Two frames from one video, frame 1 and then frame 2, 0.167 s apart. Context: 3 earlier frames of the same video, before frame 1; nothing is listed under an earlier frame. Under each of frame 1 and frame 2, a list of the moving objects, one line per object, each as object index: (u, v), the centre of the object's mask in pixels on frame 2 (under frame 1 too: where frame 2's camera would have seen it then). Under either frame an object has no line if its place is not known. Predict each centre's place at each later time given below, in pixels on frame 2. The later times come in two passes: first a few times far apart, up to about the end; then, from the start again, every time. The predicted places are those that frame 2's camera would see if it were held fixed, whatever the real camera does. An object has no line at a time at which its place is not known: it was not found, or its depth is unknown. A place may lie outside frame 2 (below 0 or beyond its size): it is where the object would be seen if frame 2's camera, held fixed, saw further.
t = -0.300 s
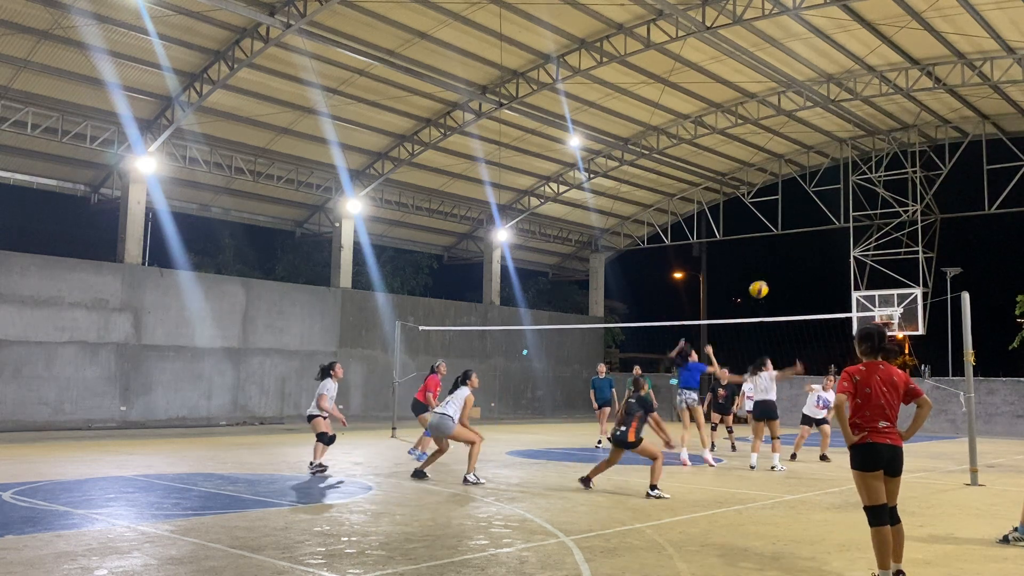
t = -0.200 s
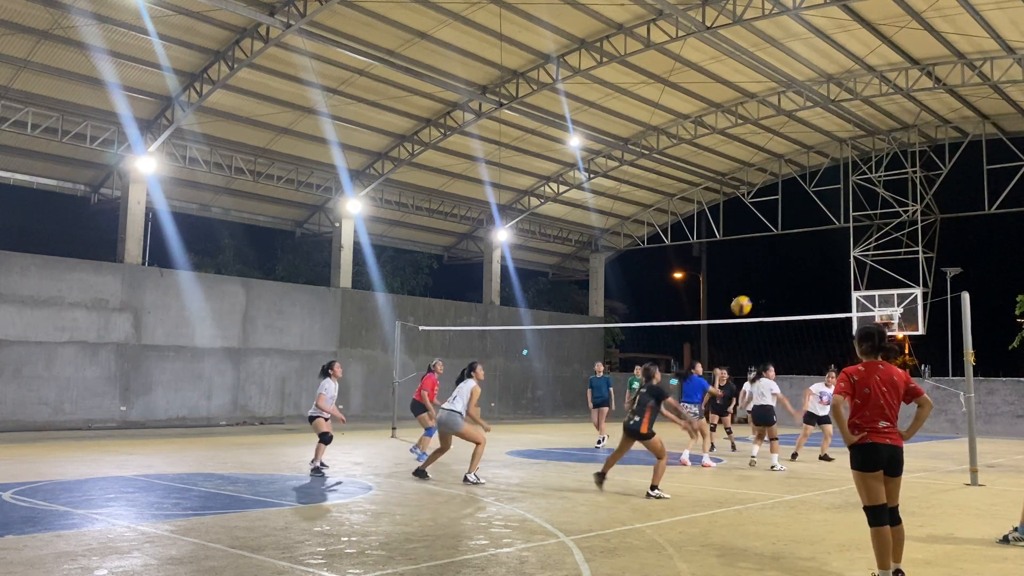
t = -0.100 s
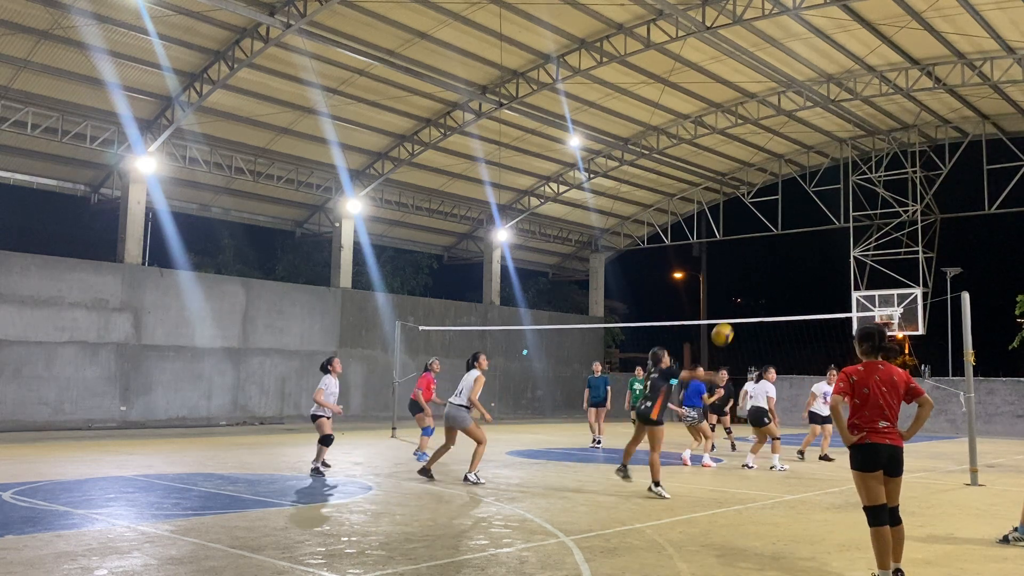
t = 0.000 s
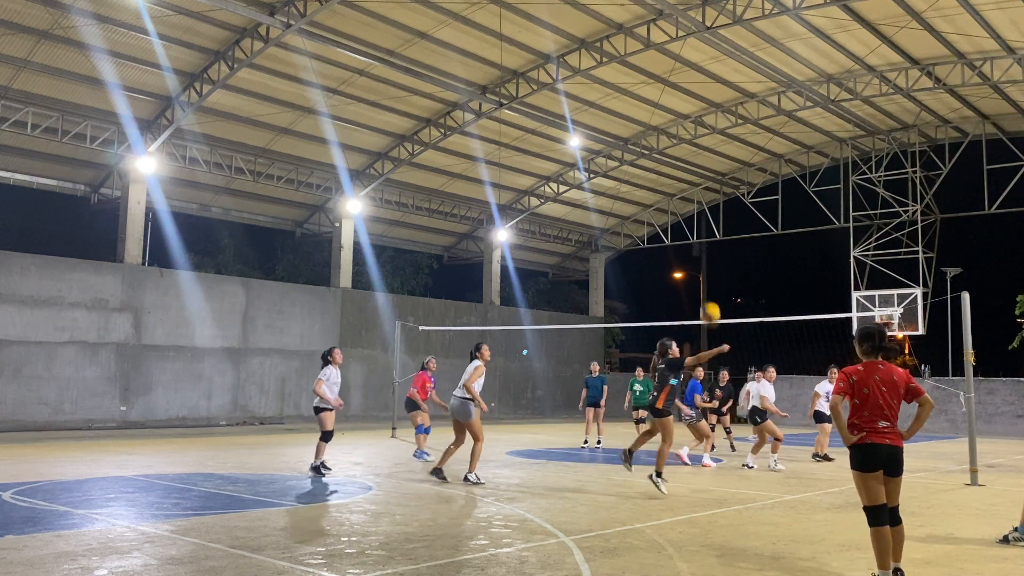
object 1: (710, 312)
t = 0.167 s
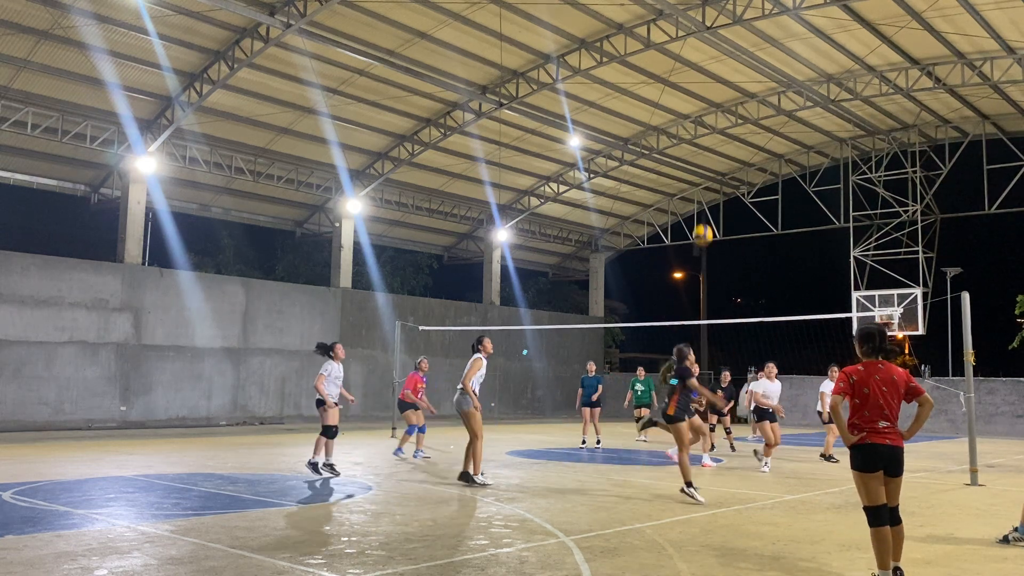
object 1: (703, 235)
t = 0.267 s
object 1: (699, 204)
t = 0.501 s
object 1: (692, 168)
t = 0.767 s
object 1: (684, 181)
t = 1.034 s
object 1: (678, 239)
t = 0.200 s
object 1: (702, 223)
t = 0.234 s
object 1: (700, 213)
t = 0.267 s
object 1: (699, 204)
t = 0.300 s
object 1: (698, 195)
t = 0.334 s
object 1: (697, 187)
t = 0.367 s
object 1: (696, 182)
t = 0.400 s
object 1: (695, 177)
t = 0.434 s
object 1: (694, 174)
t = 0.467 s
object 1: (692, 170)
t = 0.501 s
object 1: (692, 168)
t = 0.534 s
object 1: (691, 167)
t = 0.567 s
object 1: (690, 167)
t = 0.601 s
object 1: (689, 167)
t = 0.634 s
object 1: (688, 169)
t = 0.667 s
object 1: (687, 170)
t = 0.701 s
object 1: (686, 173)
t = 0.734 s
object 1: (685, 176)
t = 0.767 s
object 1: (684, 181)
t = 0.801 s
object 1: (683, 185)
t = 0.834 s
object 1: (682, 191)
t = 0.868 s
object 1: (682, 197)
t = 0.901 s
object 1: (681, 205)
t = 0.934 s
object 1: (680, 212)
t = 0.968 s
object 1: (679, 221)
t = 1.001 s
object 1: (678, 230)
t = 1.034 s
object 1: (678, 239)
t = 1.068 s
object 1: (677, 249)
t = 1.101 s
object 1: (676, 259)
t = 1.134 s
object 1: (676, 269)
